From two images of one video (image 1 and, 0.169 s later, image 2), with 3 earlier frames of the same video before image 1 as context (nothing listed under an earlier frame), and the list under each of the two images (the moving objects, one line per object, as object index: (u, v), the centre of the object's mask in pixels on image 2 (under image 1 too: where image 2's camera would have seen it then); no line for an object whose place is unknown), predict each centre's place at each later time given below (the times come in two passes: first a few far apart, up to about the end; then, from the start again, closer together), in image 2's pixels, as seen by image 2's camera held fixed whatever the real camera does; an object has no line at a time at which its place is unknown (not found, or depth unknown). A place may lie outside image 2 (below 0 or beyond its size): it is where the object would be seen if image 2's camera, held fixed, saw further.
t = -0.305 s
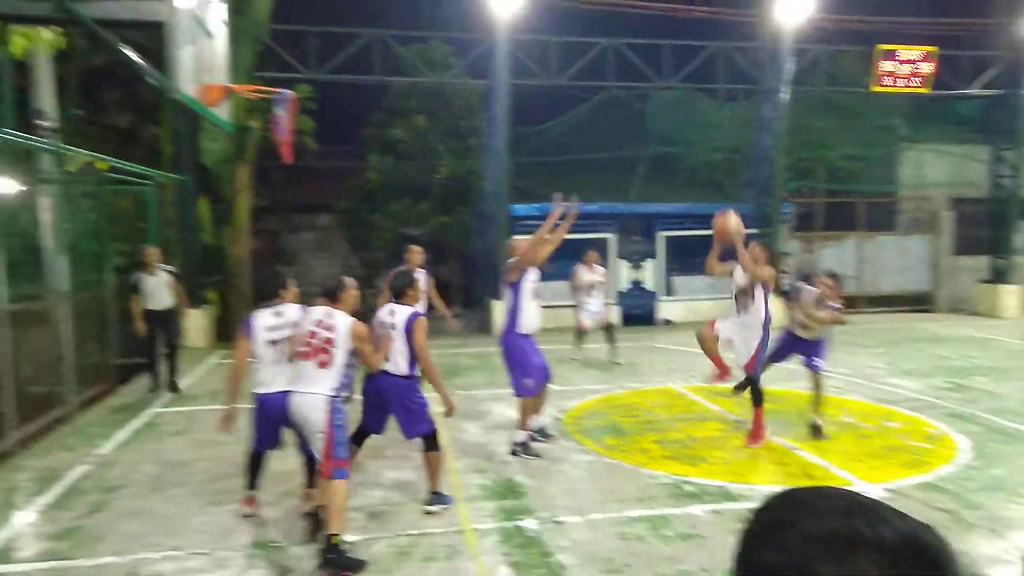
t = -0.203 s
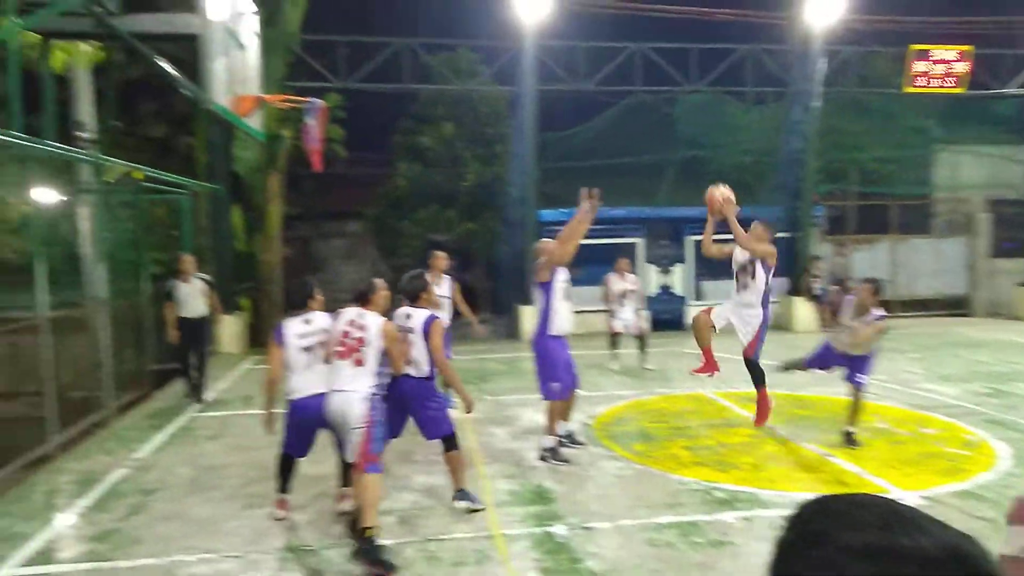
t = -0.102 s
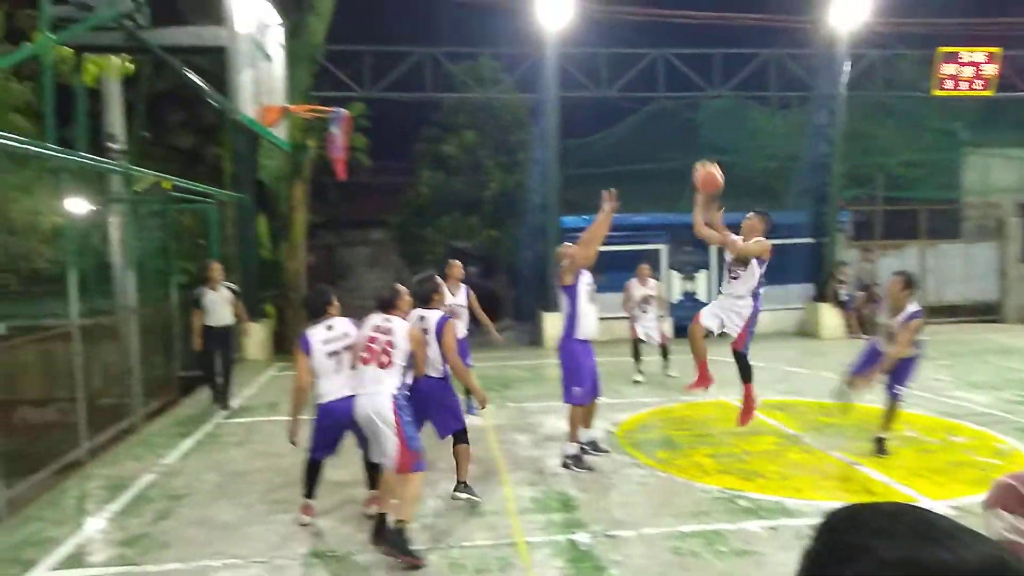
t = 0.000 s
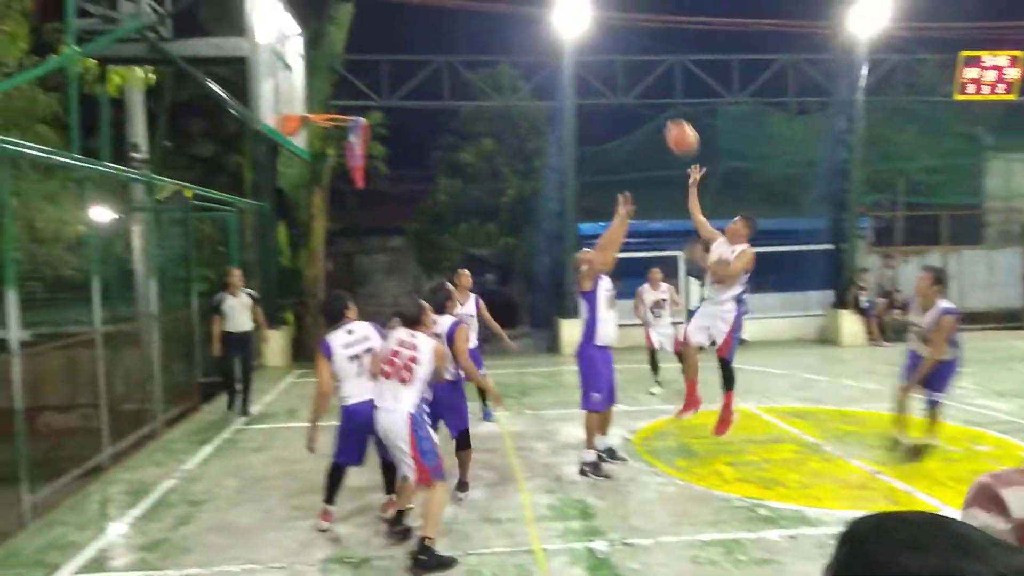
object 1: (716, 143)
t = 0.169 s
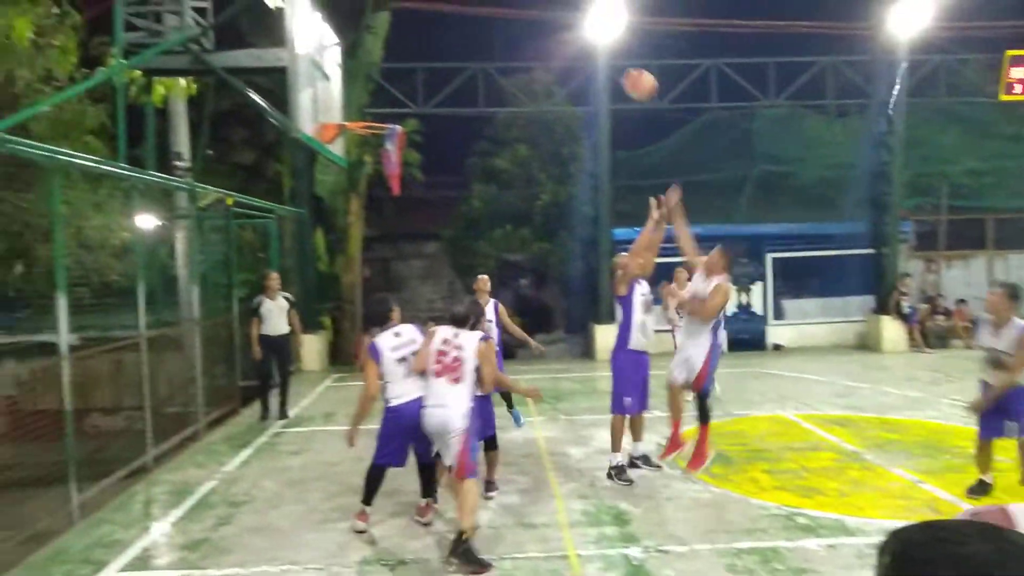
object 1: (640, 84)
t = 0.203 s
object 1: (625, 77)
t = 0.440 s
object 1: (519, 61)
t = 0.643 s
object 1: (433, 98)
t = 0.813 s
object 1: (442, 116)
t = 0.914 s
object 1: (478, 130)
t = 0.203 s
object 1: (625, 77)
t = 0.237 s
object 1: (611, 70)
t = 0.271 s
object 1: (594, 65)
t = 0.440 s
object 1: (519, 61)
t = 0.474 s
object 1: (504, 64)
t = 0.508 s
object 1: (490, 69)
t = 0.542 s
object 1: (476, 74)
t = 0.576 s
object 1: (461, 81)
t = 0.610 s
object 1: (447, 89)
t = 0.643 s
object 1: (433, 98)
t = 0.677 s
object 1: (418, 109)
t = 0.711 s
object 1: (409, 119)
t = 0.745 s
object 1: (418, 117)
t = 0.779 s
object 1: (430, 115)
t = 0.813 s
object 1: (442, 116)
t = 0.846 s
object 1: (454, 119)
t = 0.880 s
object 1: (466, 123)
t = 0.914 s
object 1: (478, 130)
